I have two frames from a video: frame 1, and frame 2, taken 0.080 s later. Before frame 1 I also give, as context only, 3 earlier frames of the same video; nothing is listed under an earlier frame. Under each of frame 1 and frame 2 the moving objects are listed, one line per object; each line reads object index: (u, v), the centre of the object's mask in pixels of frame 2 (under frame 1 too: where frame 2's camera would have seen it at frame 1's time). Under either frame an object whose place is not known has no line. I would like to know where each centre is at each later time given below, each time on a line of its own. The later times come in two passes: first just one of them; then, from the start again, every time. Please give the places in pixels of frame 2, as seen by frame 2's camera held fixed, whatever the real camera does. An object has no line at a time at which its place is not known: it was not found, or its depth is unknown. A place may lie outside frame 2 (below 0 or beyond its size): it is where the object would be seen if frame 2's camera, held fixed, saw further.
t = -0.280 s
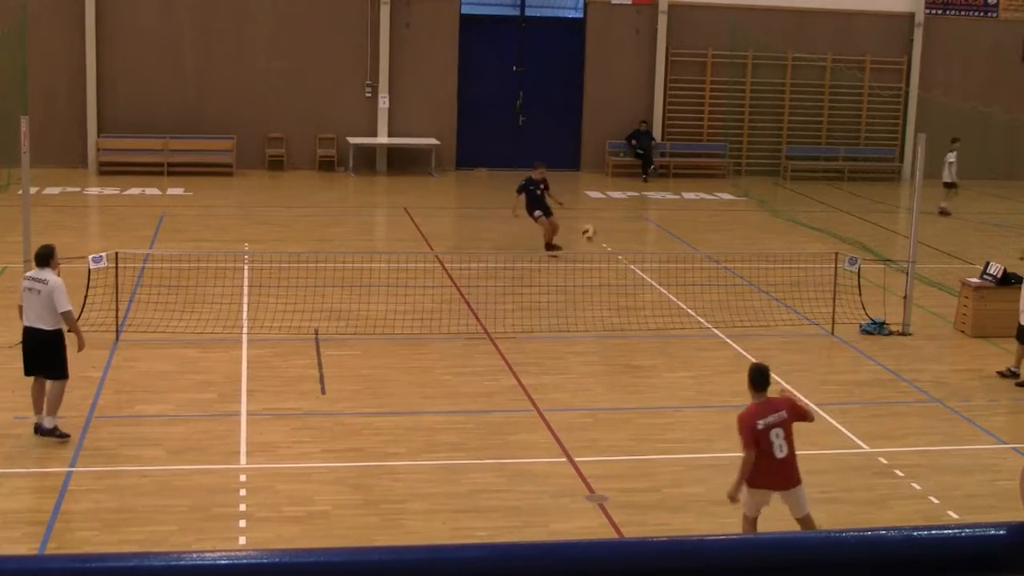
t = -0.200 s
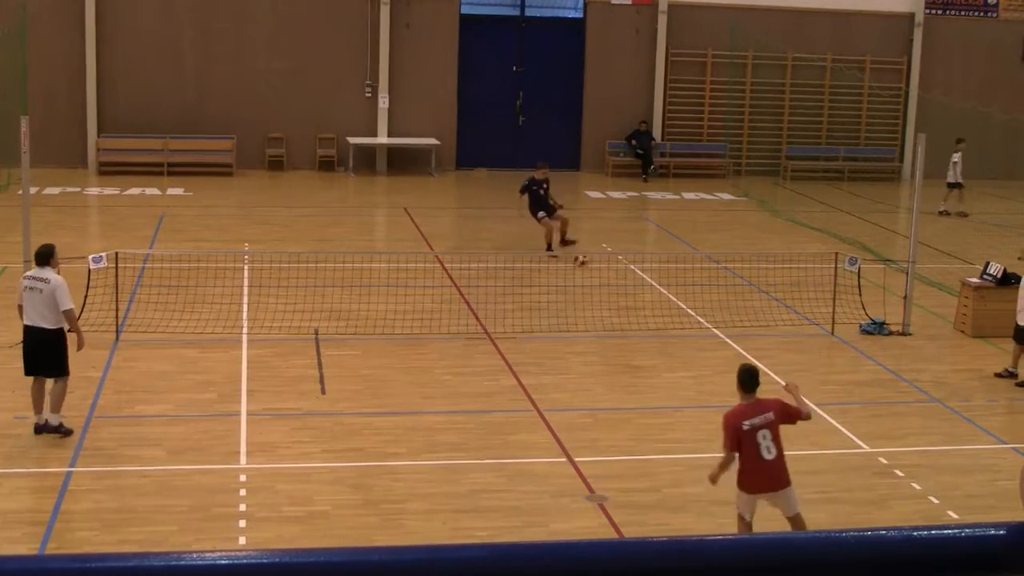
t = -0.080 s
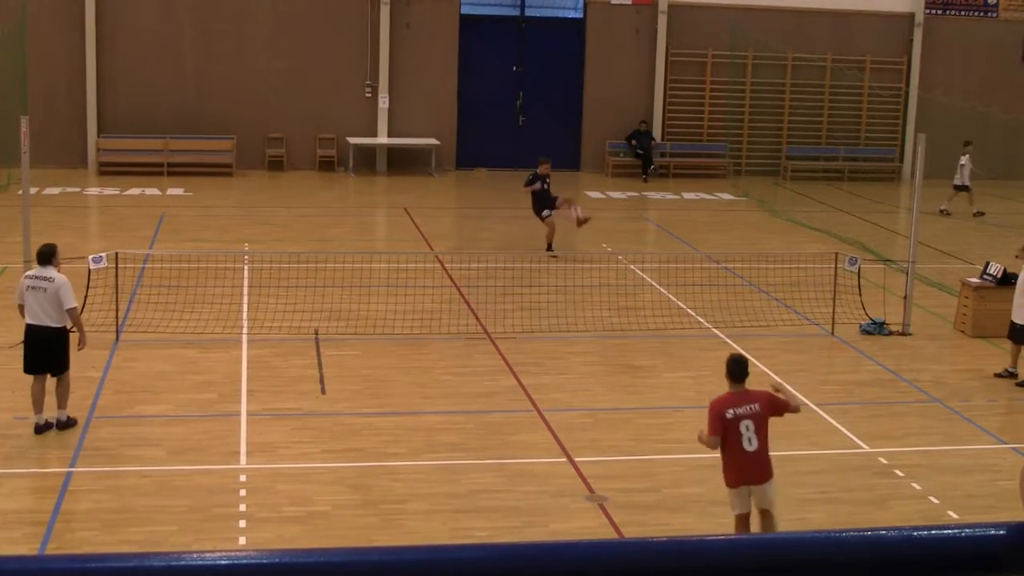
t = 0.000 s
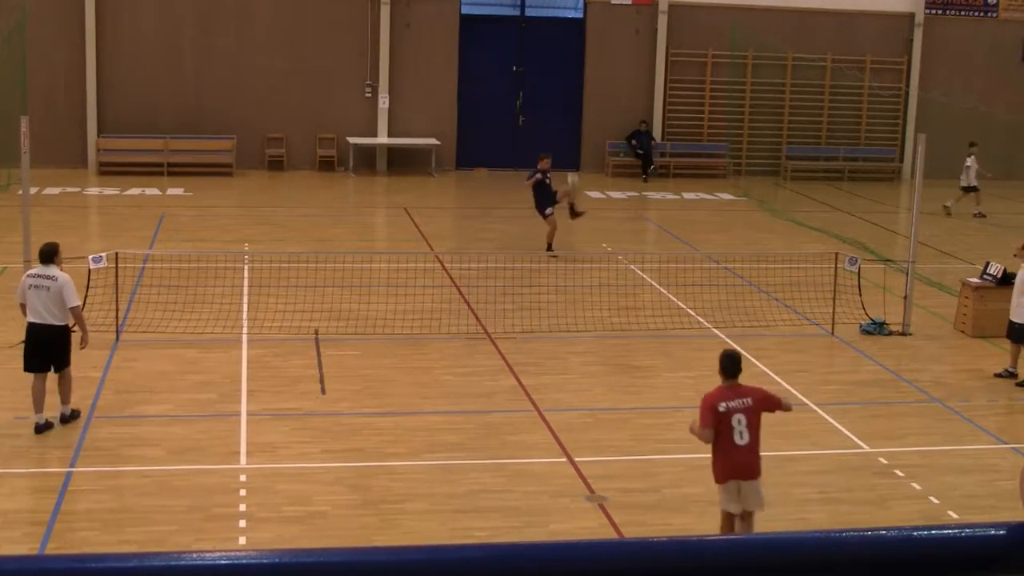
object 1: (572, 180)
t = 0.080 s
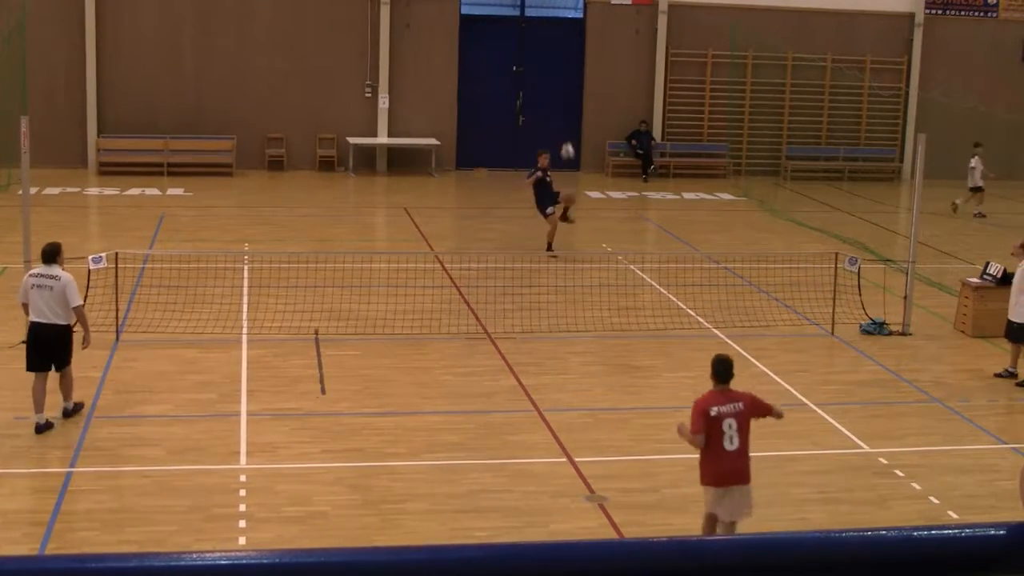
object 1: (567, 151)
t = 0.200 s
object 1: (561, 112)
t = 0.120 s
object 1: (565, 137)
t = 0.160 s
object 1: (563, 124)
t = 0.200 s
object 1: (561, 112)
